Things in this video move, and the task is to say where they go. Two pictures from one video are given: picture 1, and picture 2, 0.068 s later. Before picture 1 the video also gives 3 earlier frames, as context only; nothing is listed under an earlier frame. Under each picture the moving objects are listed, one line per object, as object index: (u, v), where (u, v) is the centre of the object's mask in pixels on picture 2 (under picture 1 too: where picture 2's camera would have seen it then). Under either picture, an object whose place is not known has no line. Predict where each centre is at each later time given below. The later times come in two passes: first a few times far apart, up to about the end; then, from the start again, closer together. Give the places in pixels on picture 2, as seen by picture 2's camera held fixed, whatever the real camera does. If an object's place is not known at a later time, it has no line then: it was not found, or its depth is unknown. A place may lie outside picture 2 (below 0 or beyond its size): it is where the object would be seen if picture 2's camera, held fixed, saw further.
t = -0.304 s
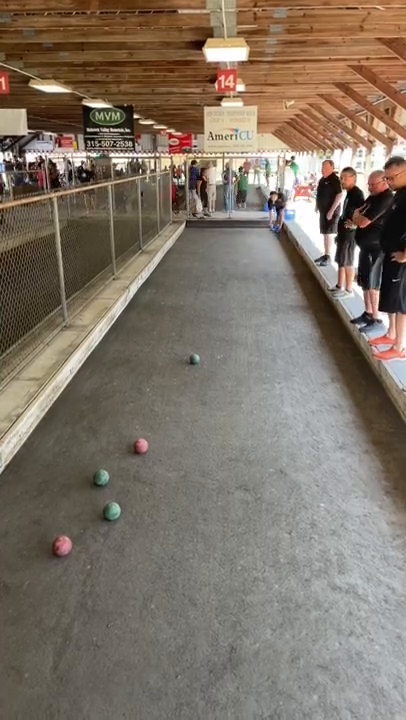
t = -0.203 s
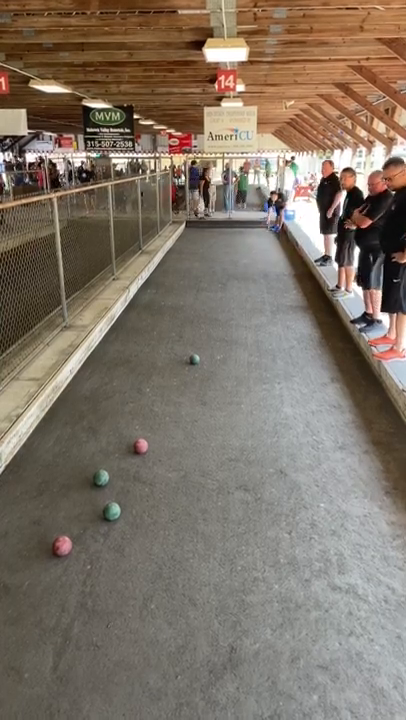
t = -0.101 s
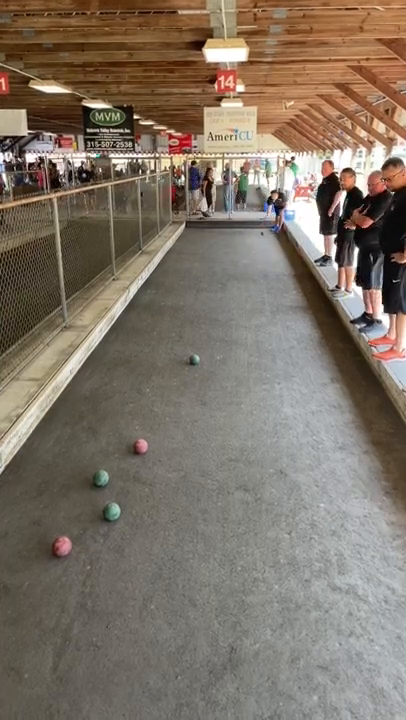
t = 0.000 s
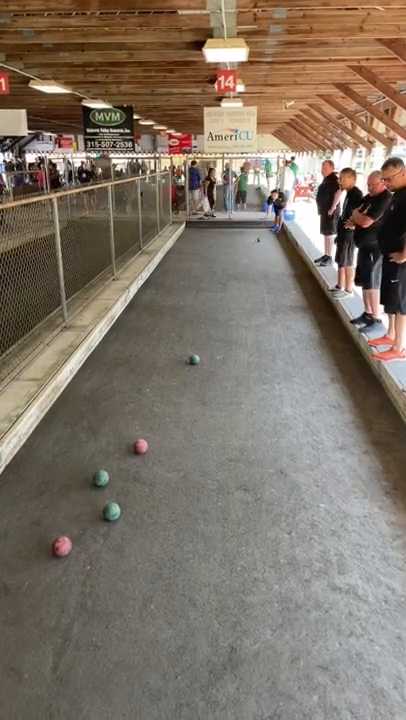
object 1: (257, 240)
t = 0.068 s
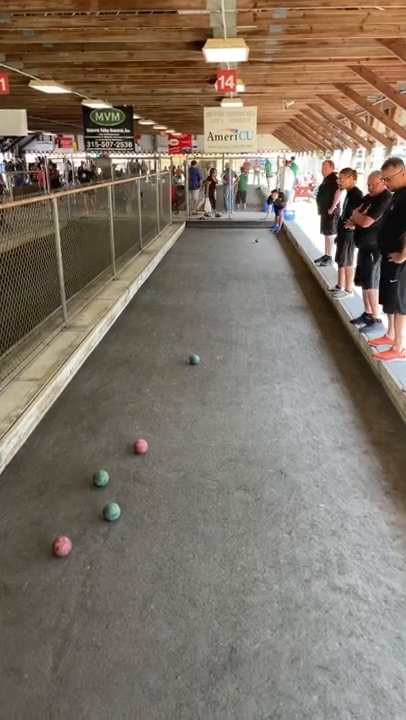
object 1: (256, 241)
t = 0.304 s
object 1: (250, 245)
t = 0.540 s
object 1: (244, 249)
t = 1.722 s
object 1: (212, 271)
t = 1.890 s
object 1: (207, 275)
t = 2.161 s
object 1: (198, 281)
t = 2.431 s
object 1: (188, 288)
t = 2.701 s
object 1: (177, 296)
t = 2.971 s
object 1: (168, 304)
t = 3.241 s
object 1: (158, 313)
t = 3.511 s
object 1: (147, 322)
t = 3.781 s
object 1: (137, 332)
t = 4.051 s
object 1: (127, 341)
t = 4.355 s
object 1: (116, 353)
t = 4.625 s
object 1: (108, 365)
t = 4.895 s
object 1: (99, 377)
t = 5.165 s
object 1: (91, 389)
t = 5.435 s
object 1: (82, 404)
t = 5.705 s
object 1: (75, 417)
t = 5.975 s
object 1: (70, 431)
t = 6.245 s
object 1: (64, 445)
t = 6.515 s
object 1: (60, 458)
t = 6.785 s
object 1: (57, 471)
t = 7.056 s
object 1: (56, 484)
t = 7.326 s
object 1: (55, 495)
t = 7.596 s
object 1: (54, 506)
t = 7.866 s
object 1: (51, 517)
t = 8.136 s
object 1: (48, 527)
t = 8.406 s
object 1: (47, 534)
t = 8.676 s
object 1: (46, 540)
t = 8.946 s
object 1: (42, 545)
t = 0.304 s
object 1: (250, 245)
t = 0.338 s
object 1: (249, 246)
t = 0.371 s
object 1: (248, 246)
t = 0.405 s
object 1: (247, 246)
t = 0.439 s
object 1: (247, 247)
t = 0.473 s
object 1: (246, 248)
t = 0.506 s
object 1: (245, 248)
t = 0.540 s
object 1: (244, 249)
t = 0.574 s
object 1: (244, 249)
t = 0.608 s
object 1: (243, 250)
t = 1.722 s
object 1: (212, 271)
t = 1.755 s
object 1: (211, 272)
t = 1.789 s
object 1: (210, 273)
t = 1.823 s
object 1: (209, 274)
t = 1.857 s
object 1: (208, 274)
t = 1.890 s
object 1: (207, 275)
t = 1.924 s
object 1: (206, 276)
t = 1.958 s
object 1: (204, 276)
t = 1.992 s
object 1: (203, 278)
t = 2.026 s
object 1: (202, 278)
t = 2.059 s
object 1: (201, 279)
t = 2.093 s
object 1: (200, 280)
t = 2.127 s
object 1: (199, 281)
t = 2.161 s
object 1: (198, 281)
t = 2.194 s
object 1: (196, 282)
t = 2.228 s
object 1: (195, 283)
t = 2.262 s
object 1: (194, 284)
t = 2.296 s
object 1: (193, 285)
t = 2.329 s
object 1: (192, 285)
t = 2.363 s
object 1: (191, 286)
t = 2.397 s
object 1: (189, 287)
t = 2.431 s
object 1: (188, 288)
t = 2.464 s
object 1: (187, 289)
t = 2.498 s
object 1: (186, 290)
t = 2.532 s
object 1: (185, 291)
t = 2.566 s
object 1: (182, 293)
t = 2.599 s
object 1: (181, 294)
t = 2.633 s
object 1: (180, 295)
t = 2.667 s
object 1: (179, 295)
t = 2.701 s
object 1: (177, 296)
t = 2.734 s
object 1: (176, 297)
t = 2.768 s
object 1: (175, 298)
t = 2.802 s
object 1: (174, 299)
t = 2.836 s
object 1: (173, 300)
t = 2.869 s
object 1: (171, 301)
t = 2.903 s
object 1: (170, 302)
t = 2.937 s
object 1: (169, 303)
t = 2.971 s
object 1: (168, 304)
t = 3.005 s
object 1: (166, 305)
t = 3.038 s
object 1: (165, 307)
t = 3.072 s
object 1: (164, 307)
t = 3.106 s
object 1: (163, 309)
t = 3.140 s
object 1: (161, 310)
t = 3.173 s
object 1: (159, 311)
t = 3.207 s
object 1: (159, 312)
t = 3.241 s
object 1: (158, 313)
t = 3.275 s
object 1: (156, 314)
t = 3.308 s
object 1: (155, 315)
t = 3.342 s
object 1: (154, 316)
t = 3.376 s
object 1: (152, 317)
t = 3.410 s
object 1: (151, 318)
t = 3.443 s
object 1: (150, 320)
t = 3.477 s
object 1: (148, 321)
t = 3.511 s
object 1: (147, 322)
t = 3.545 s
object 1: (146, 323)
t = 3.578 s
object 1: (145, 324)
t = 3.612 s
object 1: (143, 325)
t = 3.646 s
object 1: (142, 327)
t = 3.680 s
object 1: (141, 328)
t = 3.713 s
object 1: (139, 329)
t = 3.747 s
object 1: (138, 331)
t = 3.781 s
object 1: (137, 332)
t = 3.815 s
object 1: (136, 333)
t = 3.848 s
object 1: (134, 334)
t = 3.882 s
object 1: (133, 335)
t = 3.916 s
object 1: (132, 337)
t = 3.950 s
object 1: (131, 338)
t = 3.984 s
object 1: (130, 339)
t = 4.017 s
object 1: (129, 340)
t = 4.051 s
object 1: (127, 341)
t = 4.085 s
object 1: (126, 343)
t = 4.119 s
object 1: (125, 344)
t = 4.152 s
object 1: (123, 346)
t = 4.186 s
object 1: (122, 347)
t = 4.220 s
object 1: (121, 348)
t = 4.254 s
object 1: (120, 350)
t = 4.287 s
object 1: (119, 351)
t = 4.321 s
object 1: (117, 352)
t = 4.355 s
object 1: (116, 353)
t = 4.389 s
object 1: (116, 355)
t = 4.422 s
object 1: (115, 356)
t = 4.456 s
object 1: (114, 357)
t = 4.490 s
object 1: (112, 359)
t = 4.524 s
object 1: (111, 360)
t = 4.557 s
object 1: (110, 362)
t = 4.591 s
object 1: (109, 363)
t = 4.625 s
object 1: (108, 365)
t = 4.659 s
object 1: (107, 367)
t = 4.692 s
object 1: (106, 368)
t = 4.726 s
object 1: (105, 369)
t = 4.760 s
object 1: (104, 371)
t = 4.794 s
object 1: (103, 372)
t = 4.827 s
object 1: (101, 374)
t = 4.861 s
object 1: (100, 375)
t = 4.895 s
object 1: (99, 377)
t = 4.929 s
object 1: (98, 378)
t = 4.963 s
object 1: (97, 380)
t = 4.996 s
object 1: (96, 381)
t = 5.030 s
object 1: (95, 383)
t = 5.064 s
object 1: (94, 385)
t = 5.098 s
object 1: (93, 386)
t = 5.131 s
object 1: (92, 387)
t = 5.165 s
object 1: (91, 389)
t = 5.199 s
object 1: (89, 393)
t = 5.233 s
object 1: (88, 394)
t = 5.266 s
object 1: (87, 396)
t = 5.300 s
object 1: (86, 397)
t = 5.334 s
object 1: (85, 399)
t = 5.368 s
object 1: (84, 400)
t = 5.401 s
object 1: (83, 402)
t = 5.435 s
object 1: (82, 404)
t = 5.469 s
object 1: (81, 405)
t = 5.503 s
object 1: (80, 407)
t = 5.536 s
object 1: (79, 409)
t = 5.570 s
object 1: (78, 411)
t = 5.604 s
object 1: (77, 412)
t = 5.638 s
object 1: (77, 414)
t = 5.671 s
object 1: (76, 416)
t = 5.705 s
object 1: (75, 417)
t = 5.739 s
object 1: (74, 419)
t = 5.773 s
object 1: (74, 420)
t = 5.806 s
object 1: (73, 422)
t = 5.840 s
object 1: (72, 424)
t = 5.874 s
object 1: (71, 426)
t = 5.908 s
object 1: (71, 428)
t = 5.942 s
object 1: (70, 429)
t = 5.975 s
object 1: (70, 431)
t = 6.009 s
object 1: (69, 432)
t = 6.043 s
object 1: (68, 434)
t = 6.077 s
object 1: (67, 436)
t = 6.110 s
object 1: (67, 438)
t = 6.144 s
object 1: (66, 440)
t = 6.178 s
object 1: (65, 441)
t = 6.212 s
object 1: (64, 443)
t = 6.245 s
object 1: (64, 445)
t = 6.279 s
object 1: (64, 446)
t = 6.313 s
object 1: (63, 448)
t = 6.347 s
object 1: (63, 450)
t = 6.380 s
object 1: (62, 452)
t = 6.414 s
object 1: (61, 453)
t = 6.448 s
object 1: (61, 454)
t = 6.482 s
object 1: (61, 456)
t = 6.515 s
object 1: (60, 458)
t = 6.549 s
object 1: (59, 459)
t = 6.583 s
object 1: (59, 461)
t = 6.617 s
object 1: (59, 463)
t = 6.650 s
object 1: (59, 465)
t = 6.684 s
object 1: (58, 466)
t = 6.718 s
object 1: (58, 468)
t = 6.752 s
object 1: (58, 470)
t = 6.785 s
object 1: (57, 471)
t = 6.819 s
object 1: (57, 473)
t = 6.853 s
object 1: (57, 474)
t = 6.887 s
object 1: (56, 476)
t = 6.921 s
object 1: (56, 477)
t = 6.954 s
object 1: (56, 479)
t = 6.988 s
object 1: (56, 480)
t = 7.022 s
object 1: (56, 482)
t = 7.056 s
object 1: (56, 484)
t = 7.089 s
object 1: (56, 485)
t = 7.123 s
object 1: (55, 487)
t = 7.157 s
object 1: (55, 488)
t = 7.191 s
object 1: (55, 490)
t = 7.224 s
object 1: (55, 491)
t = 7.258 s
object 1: (55, 492)
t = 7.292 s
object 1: (55, 494)
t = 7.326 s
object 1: (55, 495)
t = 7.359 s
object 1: (55, 497)
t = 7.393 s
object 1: (55, 498)
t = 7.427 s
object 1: (55, 499)
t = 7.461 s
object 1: (55, 501)
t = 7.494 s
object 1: (55, 502)
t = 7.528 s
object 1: (55, 503)
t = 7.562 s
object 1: (54, 504)
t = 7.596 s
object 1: (54, 506)
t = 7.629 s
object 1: (54, 507)
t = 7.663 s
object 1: (54, 508)
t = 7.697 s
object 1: (54, 509)
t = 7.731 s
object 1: (54, 510)
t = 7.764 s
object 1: (53, 513)
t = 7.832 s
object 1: (52, 516)
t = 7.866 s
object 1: (51, 517)
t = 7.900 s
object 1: (50, 518)
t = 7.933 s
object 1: (50, 519)
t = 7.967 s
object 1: (50, 521)
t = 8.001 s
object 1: (50, 522)
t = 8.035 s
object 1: (49, 523)
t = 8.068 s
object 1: (49, 524)
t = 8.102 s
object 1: (48, 526)
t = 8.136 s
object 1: (48, 527)
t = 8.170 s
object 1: (48, 528)
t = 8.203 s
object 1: (47, 528)
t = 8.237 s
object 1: (47, 529)
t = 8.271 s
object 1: (47, 530)
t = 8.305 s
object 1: (47, 532)
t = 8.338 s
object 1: (47, 532)
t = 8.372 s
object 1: (47, 533)
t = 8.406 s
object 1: (47, 534)
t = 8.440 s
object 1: (47, 535)
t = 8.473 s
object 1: (47, 536)
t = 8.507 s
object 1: (47, 537)
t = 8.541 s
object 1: (47, 537)
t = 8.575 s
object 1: (47, 539)
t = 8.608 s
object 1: (47, 539)
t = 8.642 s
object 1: (46, 540)
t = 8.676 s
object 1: (46, 540)
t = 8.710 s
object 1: (45, 541)
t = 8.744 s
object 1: (45, 541)
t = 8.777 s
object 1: (44, 542)
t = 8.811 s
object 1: (44, 543)
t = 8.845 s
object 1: (43, 543)
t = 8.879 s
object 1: (42, 544)
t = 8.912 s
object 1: (43, 544)
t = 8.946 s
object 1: (42, 545)
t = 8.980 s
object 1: (42, 545)
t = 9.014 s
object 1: (42, 546)
